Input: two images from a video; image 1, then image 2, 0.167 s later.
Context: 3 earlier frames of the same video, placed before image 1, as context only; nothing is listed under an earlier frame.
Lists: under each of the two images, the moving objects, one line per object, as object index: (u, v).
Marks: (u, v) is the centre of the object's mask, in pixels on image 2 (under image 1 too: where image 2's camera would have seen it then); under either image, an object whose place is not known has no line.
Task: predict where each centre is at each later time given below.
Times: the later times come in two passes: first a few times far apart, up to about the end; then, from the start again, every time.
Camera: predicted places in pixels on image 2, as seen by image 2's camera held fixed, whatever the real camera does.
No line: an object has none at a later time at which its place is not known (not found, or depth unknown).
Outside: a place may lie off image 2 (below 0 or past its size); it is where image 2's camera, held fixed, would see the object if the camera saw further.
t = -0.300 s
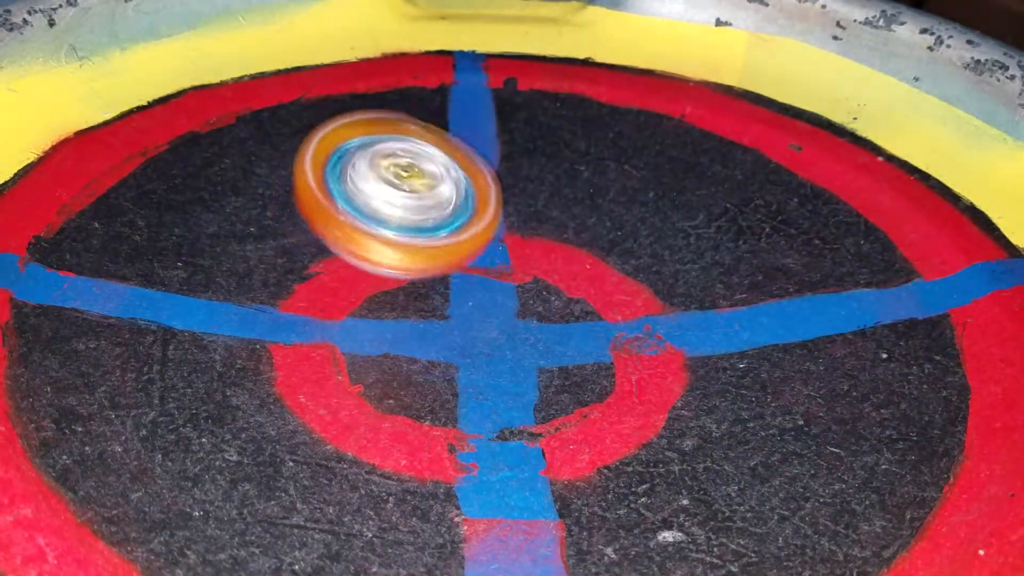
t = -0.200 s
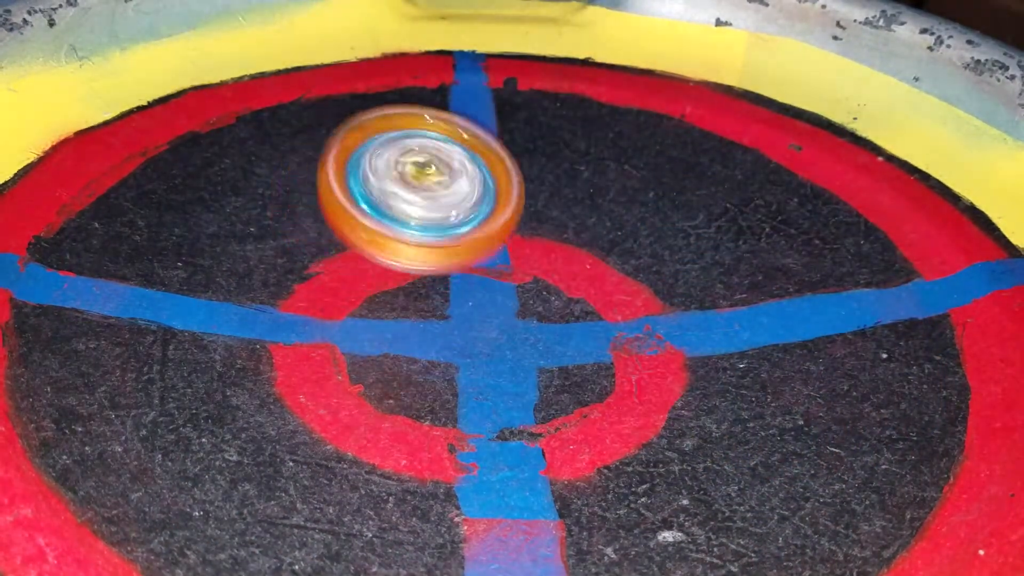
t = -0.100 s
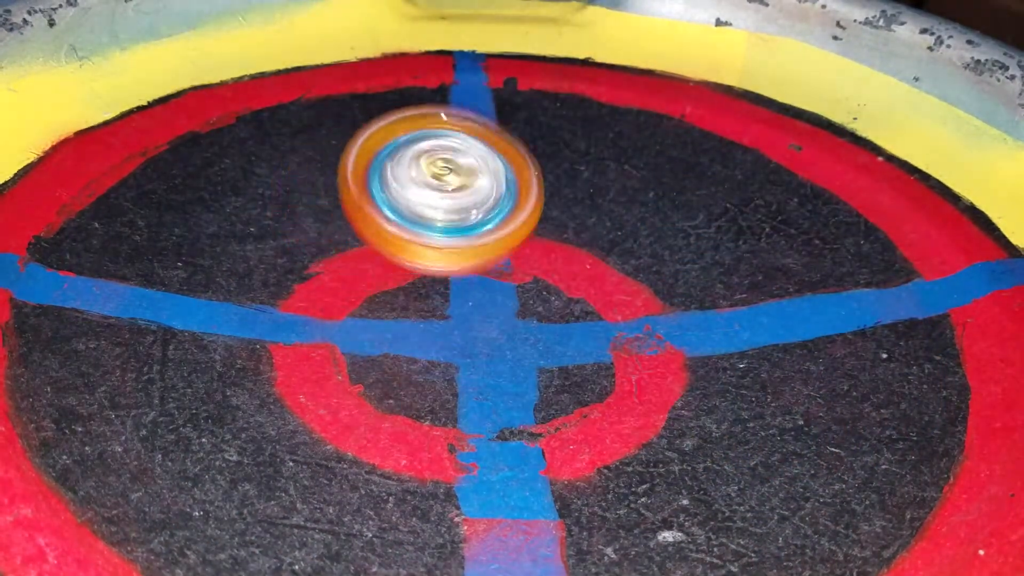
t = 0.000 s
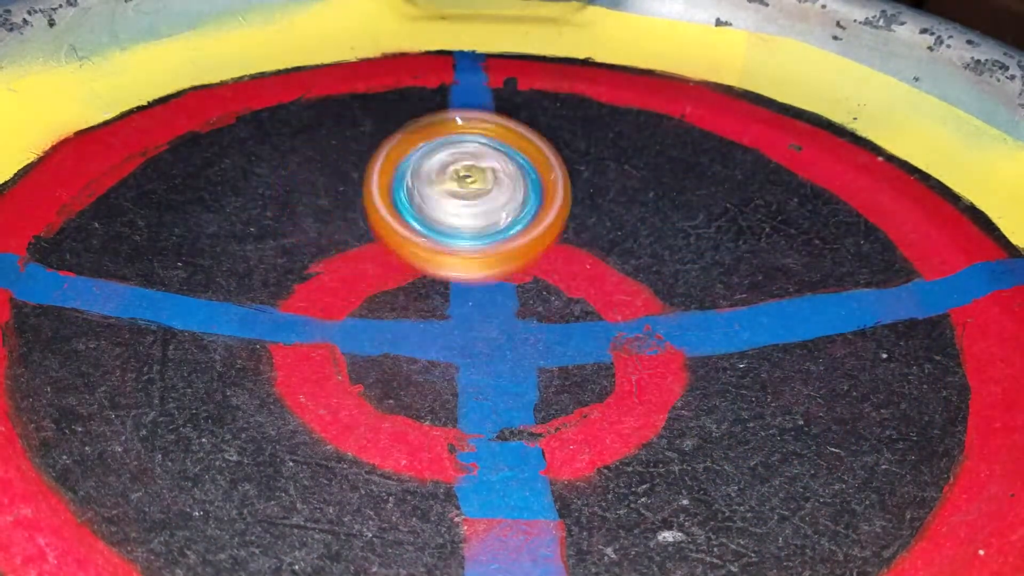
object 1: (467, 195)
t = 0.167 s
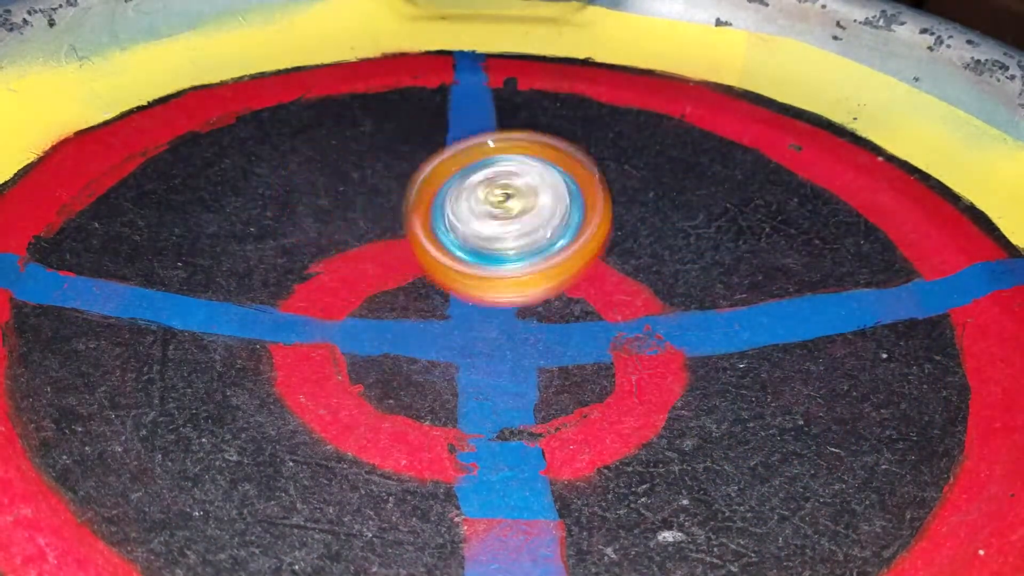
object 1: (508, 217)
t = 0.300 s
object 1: (568, 250)
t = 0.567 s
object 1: (694, 315)
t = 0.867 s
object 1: (744, 345)
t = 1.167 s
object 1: (698, 371)
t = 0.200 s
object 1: (522, 224)
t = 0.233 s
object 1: (534, 231)
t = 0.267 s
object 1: (551, 241)
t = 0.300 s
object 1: (568, 250)
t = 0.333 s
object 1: (587, 259)
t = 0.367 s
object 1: (600, 267)
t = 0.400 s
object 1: (617, 277)
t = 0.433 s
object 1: (631, 284)
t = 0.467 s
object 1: (646, 292)
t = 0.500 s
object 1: (659, 301)
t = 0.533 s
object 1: (681, 309)
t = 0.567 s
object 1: (694, 315)
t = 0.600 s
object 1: (708, 316)
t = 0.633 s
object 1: (715, 319)
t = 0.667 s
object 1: (723, 321)
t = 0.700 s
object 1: (729, 325)
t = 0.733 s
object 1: (733, 327)
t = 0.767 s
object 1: (739, 332)
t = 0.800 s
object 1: (740, 336)
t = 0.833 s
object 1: (744, 340)
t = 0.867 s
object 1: (744, 345)
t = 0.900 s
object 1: (746, 349)
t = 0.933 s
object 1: (743, 353)
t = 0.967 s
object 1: (738, 357)
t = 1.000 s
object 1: (732, 361)
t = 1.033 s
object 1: (724, 364)
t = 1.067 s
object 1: (717, 364)
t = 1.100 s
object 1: (707, 366)
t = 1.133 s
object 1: (702, 367)
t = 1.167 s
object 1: (698, 371)
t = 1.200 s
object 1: (679, 372)
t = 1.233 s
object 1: (666, 369)
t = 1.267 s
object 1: (655, 368)
